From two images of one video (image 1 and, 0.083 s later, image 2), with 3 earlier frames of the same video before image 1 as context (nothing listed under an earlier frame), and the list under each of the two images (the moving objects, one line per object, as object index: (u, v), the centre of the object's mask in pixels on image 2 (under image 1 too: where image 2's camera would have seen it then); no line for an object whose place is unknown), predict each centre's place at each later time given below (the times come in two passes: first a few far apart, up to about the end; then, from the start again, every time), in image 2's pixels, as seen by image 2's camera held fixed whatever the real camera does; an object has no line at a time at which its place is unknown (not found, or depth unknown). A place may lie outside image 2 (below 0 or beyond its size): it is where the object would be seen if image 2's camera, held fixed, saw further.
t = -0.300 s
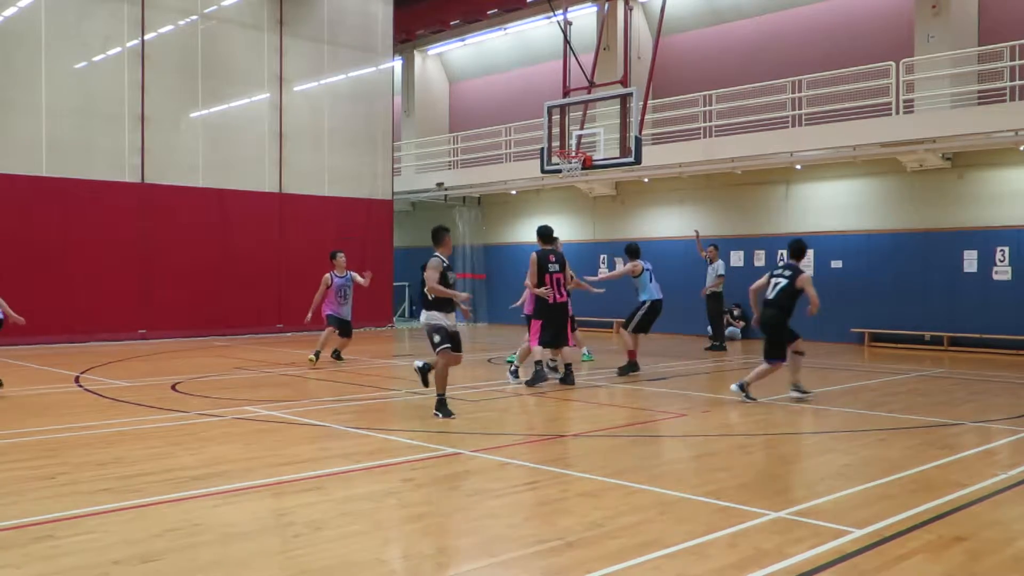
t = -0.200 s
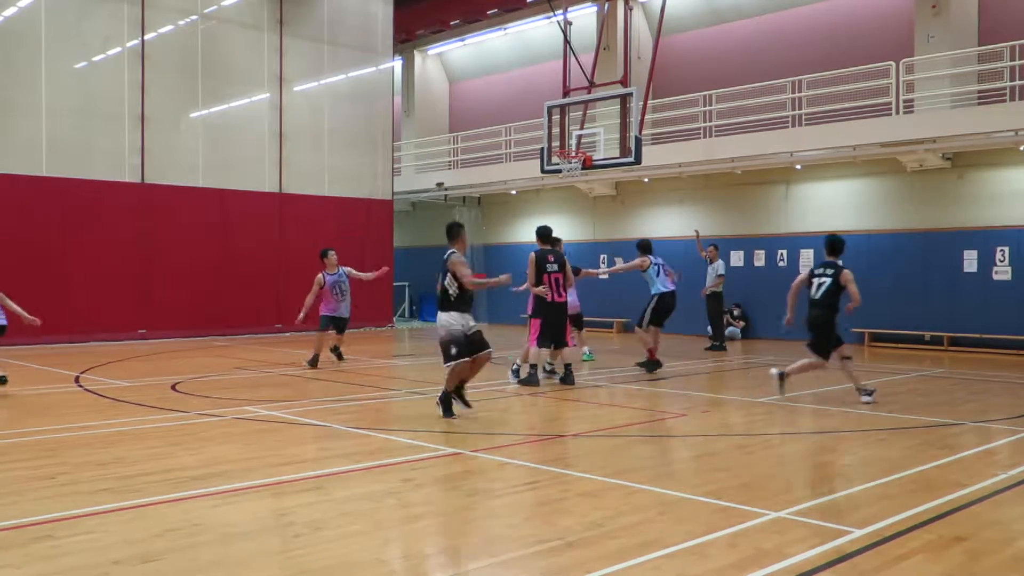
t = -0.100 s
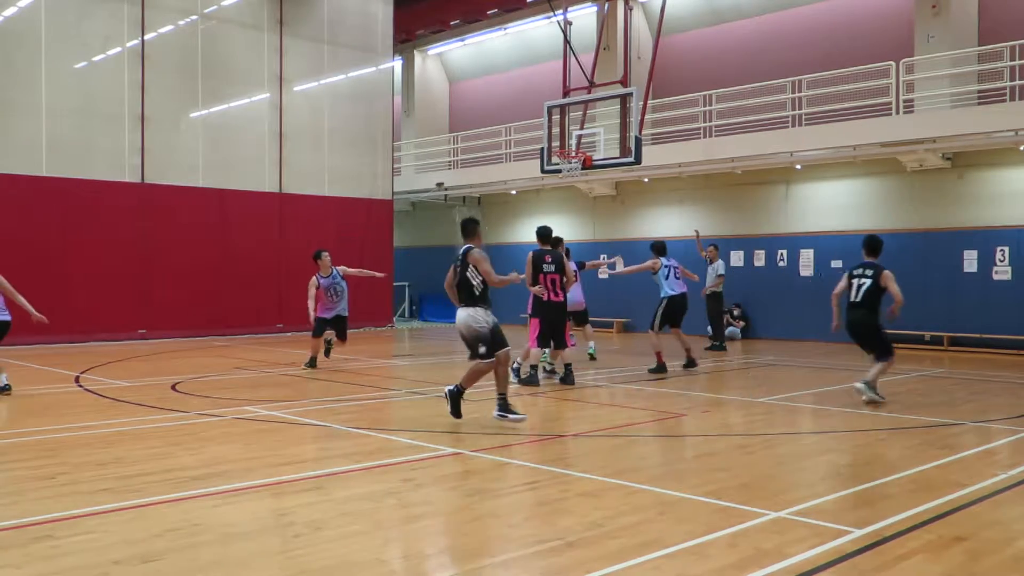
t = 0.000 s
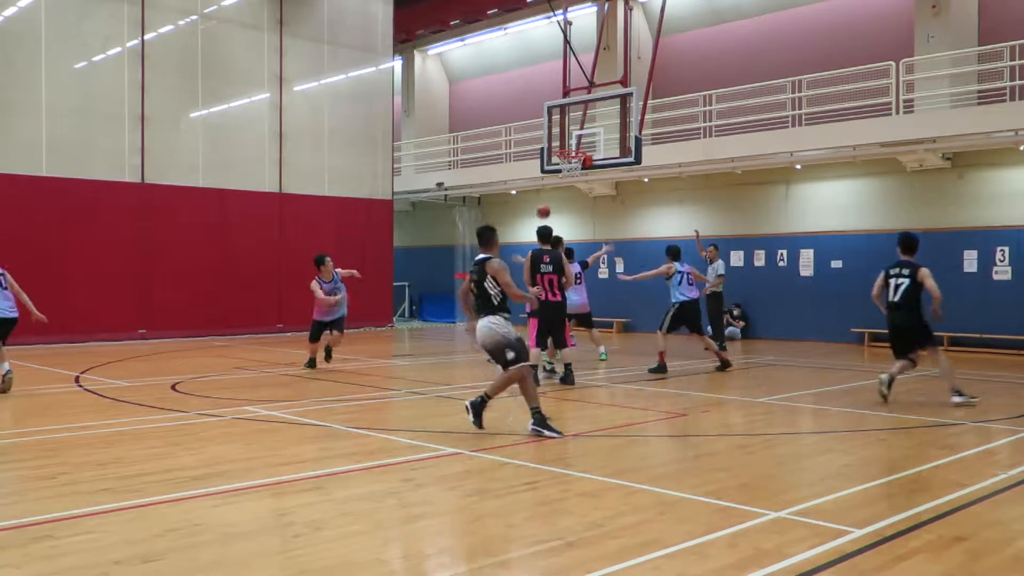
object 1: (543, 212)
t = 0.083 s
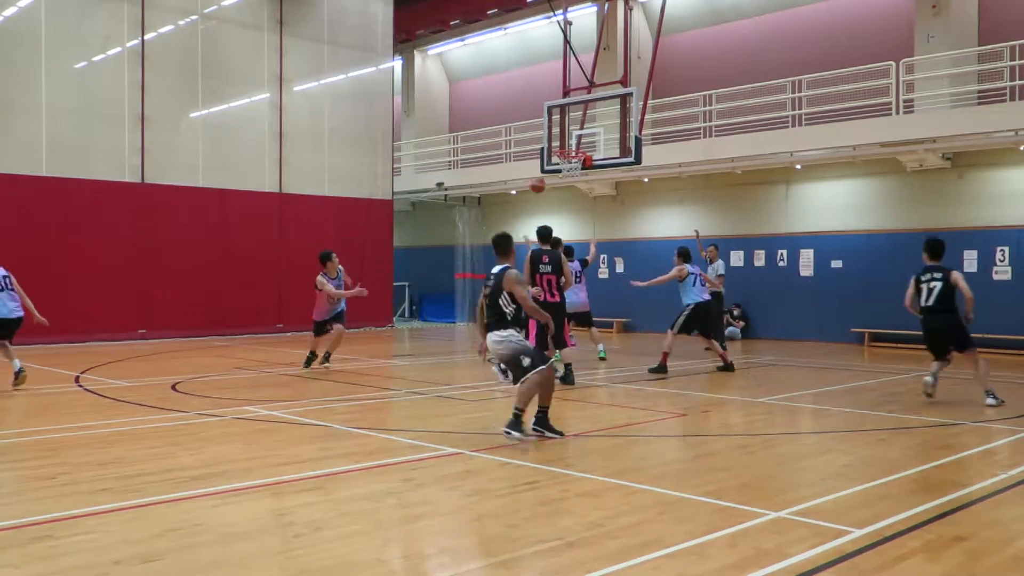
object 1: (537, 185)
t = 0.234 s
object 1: (525, 143)
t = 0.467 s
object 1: (500, 91)
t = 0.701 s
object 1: (460, 71)
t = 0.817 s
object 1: (432, 81)
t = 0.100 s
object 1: (537, 180)
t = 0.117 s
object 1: (535, 176)
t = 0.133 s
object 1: (533, 172)
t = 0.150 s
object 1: (532, 165)
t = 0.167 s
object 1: (531, 160)
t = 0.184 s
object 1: (530, 156)
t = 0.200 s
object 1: (528, 151)
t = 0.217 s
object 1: (526, 146)
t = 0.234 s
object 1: (525, 143)
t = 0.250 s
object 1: (523, 139)
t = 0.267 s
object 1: (522, 135)
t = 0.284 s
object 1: (520, 129)
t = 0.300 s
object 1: (519, 125)
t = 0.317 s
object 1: (517, 120)
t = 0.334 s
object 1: (515, 117)
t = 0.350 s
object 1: (513, 113)
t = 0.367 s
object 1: (511, 111)
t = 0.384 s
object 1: (510, 107)
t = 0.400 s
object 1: (508, 104)
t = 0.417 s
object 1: (506, 100)
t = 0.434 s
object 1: (504, 96)
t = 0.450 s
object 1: (502, 93)
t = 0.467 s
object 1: (500, 91)
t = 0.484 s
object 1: (497, 88)
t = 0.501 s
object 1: (495, 85)
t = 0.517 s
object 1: (493, 83)
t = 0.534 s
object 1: (490, 81)
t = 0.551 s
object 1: (487, 79)
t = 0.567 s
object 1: (485, 78)
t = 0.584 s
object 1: (482, 76)
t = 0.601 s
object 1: (479, 75)
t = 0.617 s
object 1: (476, 74)
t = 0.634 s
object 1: (473, 72)
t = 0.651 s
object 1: (470, 71)
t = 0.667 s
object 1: (467, 71)
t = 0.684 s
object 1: (464, 71)
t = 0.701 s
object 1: (460, 71)
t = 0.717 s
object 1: (456, 72)
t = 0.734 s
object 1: (453, 72)
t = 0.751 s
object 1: (449, 74)
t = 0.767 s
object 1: (445, 75)
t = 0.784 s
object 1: (441, 76)
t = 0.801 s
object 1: (437, 78)
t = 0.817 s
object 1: (432, 81)
